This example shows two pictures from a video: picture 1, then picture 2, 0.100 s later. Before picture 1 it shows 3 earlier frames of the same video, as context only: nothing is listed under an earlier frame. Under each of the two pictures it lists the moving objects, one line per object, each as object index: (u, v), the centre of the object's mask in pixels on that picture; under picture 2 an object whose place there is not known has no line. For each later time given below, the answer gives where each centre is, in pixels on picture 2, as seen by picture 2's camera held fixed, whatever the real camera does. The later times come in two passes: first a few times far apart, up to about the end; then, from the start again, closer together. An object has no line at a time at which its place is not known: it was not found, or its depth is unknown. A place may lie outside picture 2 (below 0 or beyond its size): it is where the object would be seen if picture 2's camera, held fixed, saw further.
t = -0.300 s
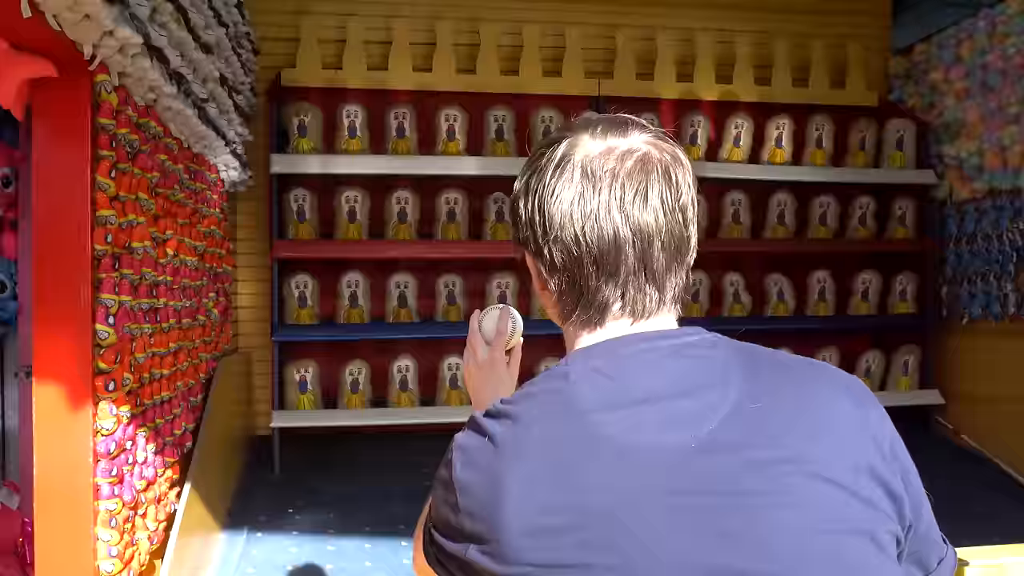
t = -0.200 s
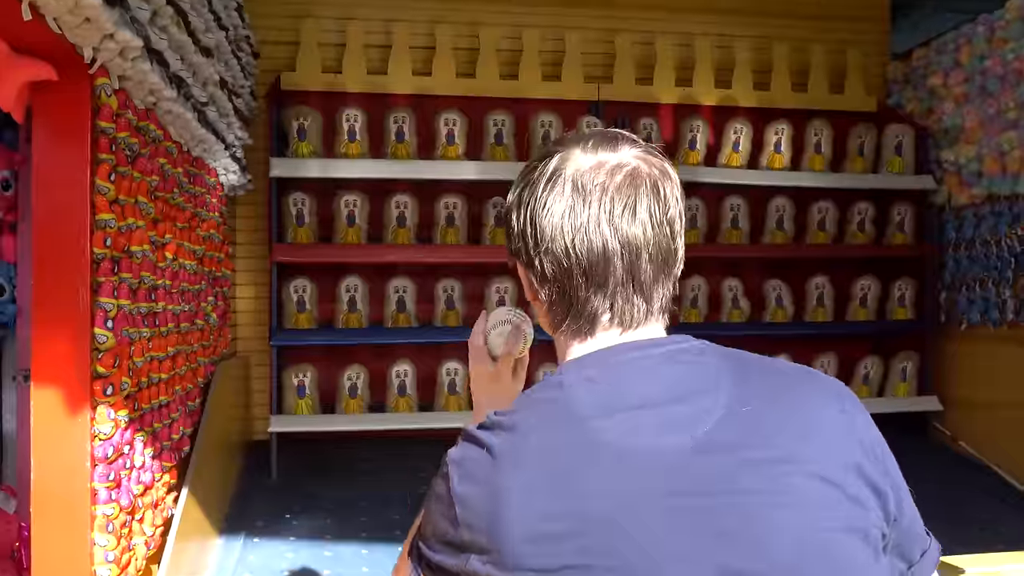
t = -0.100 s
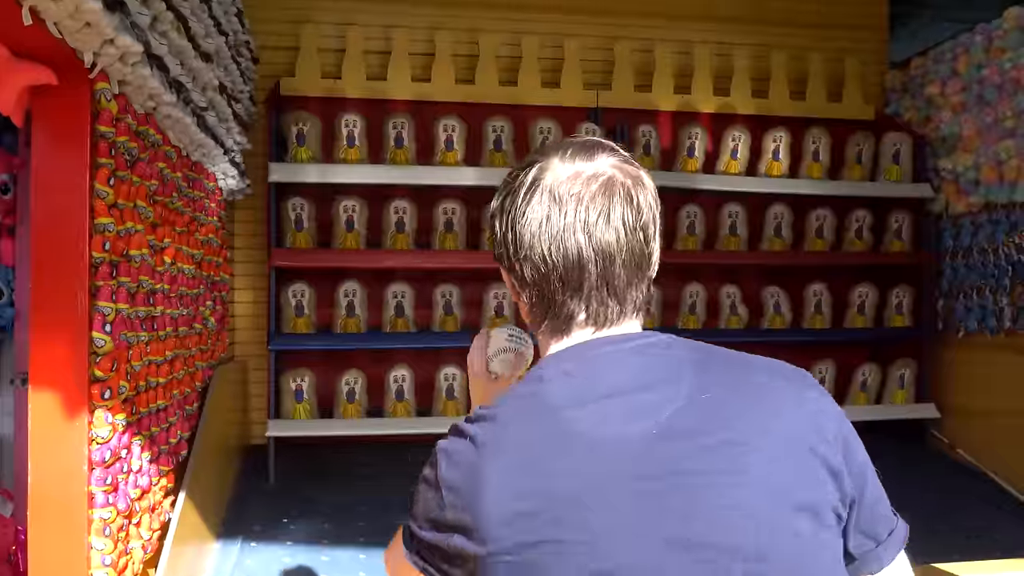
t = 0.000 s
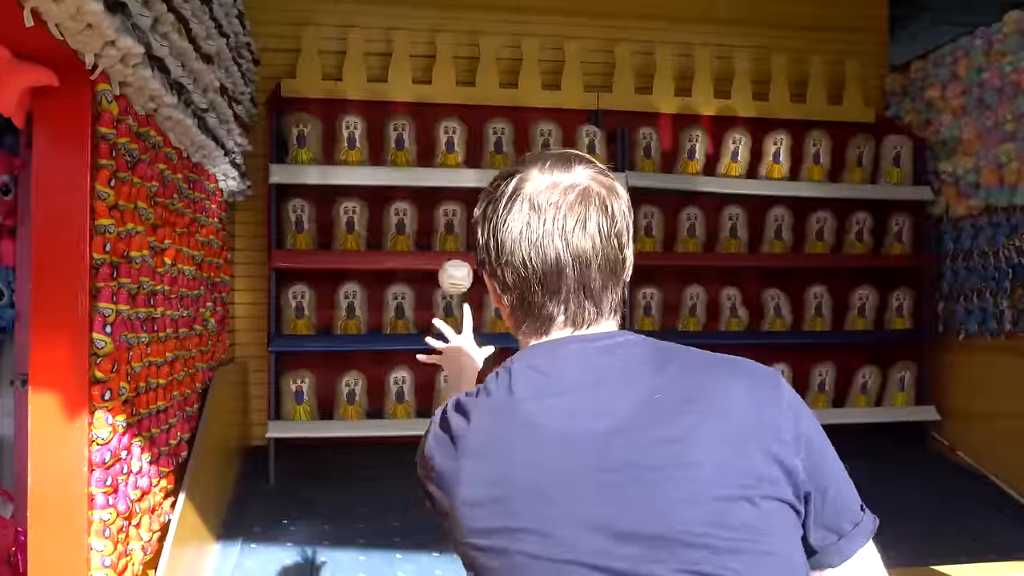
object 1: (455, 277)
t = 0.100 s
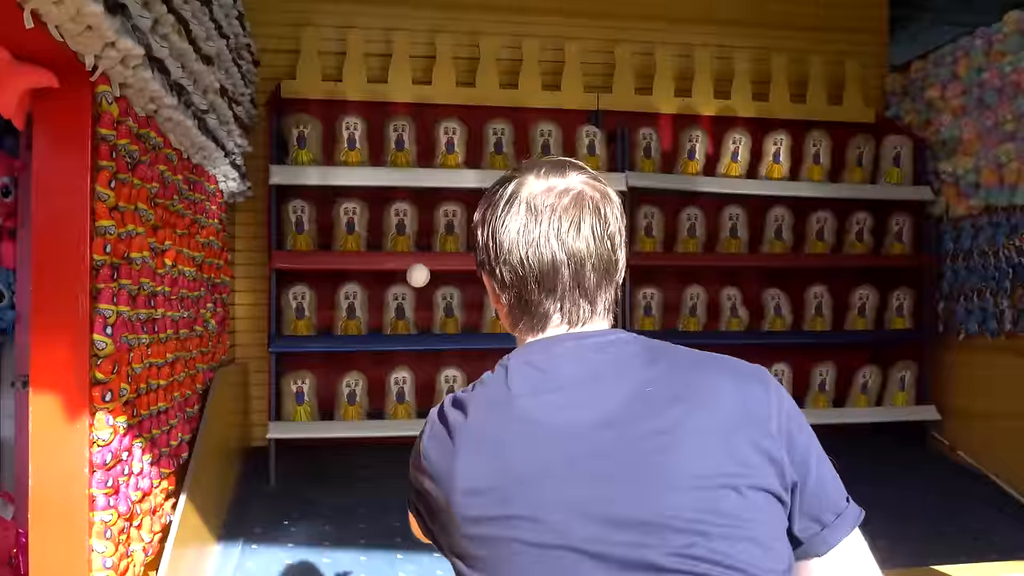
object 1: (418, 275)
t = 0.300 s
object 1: (387, 332)
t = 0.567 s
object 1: (380, 219)
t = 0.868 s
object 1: (370, 250)
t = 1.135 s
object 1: (356, 539)
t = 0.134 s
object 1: (410, 281)
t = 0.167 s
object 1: (405, 289)
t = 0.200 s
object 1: (398, 298)
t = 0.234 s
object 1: (395, 309)
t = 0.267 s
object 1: (390, 321)
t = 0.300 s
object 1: (387, 332)
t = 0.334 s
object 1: (386, 319)
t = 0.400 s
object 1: (384, 282)
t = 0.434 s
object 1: (384, 266)
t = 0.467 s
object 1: (383, 252)
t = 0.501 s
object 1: (382, 239)
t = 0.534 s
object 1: (381, 228)
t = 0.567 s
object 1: (380, 219)
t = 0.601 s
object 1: (379, 212)
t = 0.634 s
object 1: (378, 207)
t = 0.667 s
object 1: (377, 205)
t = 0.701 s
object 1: (376, 205)
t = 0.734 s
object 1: (375, 208)
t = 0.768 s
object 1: (374, 214)
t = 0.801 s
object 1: (373, 222)
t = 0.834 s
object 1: (372, 234)
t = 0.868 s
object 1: (370, 250)
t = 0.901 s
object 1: (368, 270)
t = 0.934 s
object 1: (367, 292)
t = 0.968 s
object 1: (365, 320)
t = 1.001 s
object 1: (363, 352)
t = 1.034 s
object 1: (362, 391)
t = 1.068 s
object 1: (360, 435)
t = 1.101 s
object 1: (357, 483)
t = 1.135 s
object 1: (356, 539)
